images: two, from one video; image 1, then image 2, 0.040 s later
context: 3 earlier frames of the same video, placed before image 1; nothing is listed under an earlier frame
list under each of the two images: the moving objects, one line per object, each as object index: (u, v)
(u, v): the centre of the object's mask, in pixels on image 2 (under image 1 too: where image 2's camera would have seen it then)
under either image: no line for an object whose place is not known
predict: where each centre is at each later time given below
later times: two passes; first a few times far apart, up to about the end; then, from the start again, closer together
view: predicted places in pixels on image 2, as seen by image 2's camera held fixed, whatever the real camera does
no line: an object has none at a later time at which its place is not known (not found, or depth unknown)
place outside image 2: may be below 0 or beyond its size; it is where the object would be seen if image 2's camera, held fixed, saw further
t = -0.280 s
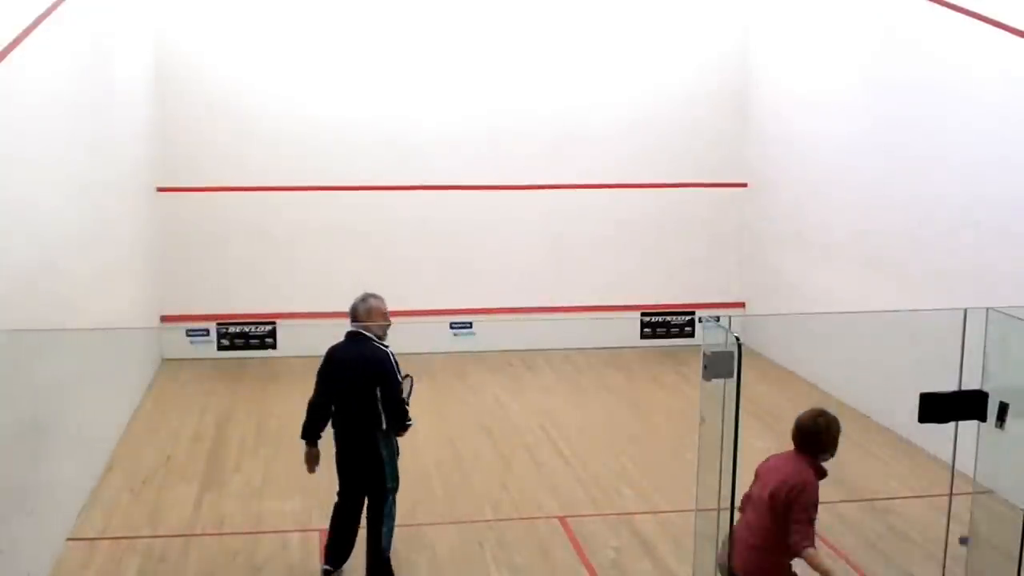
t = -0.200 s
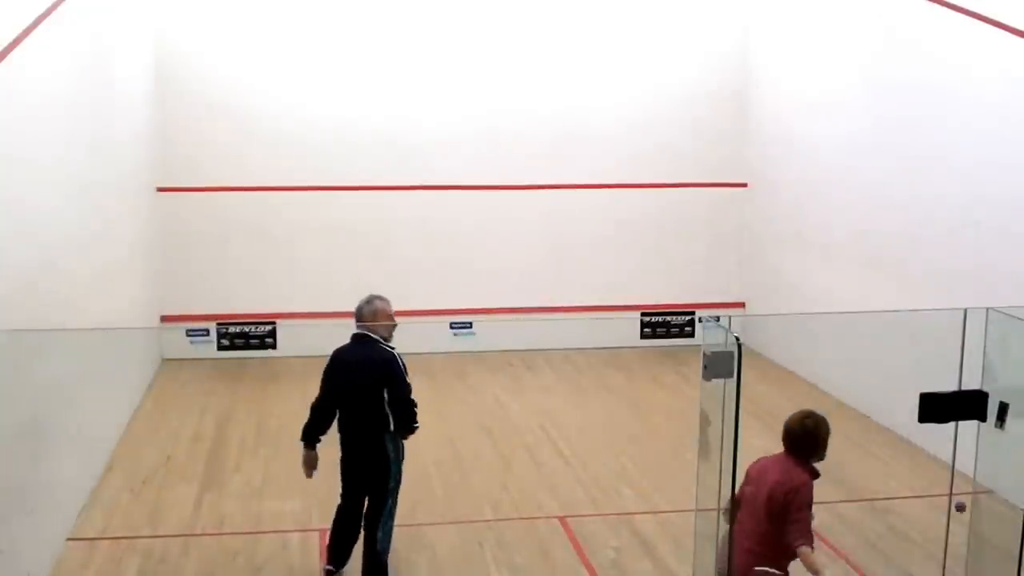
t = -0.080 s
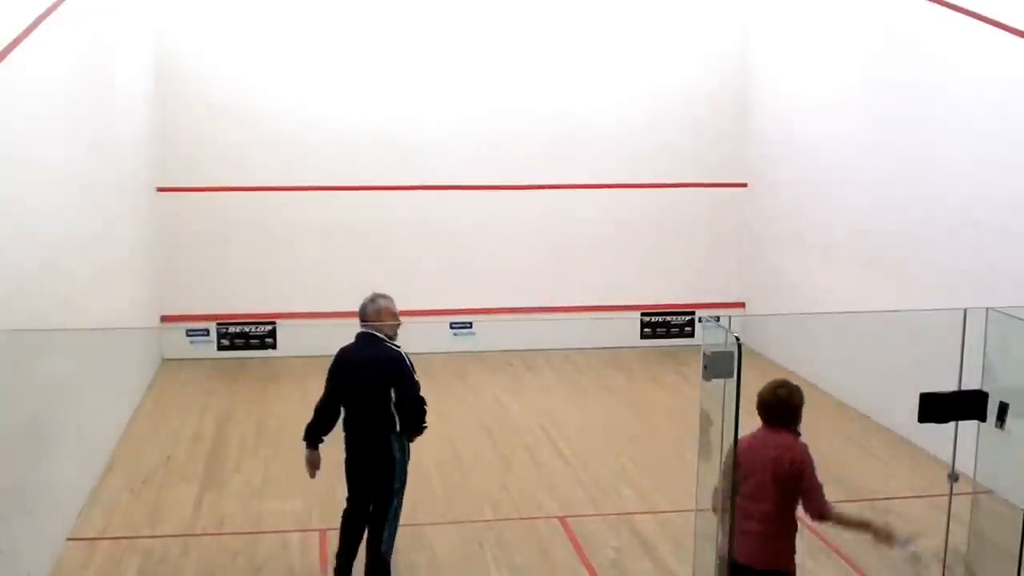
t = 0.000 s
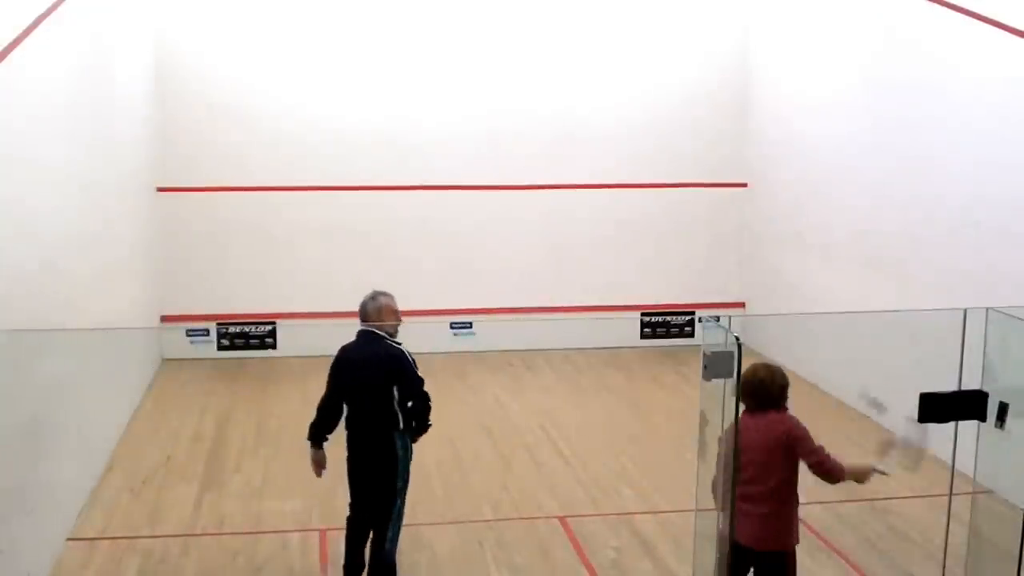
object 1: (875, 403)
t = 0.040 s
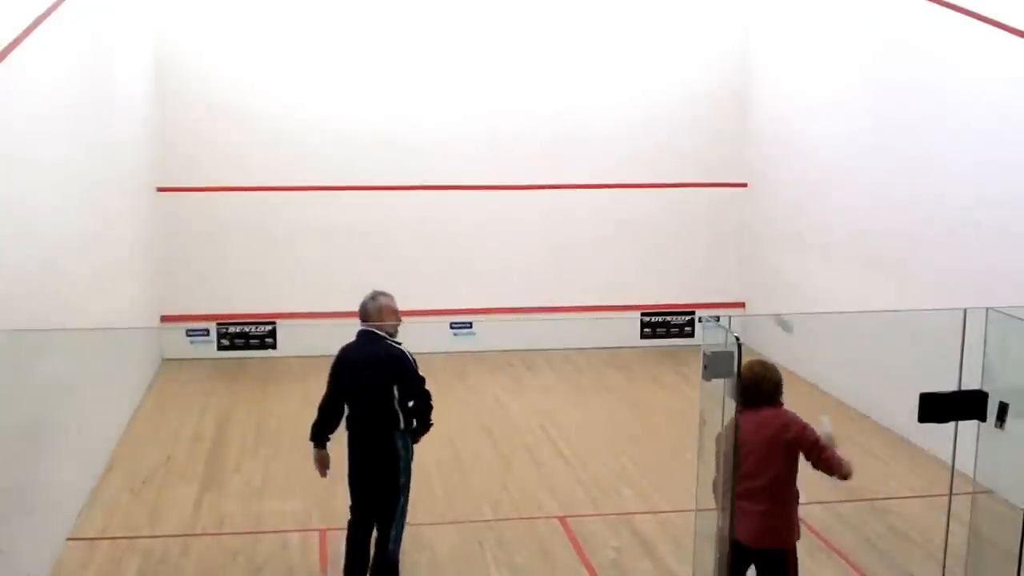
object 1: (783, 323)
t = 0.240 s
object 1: (520, 128)
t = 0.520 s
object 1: (400, 65)
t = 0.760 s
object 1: (354, 88)
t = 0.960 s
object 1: (297, 179)
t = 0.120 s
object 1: (648, 215)
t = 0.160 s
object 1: (596, 178)
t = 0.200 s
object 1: (556, 150)
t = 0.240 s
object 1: (520, 128)
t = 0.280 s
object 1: (490, 110)
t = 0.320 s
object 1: (463, 96)
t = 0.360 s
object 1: (440, 85)
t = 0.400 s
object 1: (418, 78)
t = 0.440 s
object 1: (412, 71)
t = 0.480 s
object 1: (406, 67)
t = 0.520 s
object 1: (400, 65)
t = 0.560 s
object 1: (394, 64)
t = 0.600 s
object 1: (387, 65)
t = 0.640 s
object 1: (380, 68)
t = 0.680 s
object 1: (371, 72)
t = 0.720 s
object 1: (363, 79)
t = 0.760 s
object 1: (354, 88)
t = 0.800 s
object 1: (344, 99)
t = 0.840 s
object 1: (334, 114)
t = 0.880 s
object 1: (322, 132)
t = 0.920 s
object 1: (310, 153)
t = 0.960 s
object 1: (297, 179)
